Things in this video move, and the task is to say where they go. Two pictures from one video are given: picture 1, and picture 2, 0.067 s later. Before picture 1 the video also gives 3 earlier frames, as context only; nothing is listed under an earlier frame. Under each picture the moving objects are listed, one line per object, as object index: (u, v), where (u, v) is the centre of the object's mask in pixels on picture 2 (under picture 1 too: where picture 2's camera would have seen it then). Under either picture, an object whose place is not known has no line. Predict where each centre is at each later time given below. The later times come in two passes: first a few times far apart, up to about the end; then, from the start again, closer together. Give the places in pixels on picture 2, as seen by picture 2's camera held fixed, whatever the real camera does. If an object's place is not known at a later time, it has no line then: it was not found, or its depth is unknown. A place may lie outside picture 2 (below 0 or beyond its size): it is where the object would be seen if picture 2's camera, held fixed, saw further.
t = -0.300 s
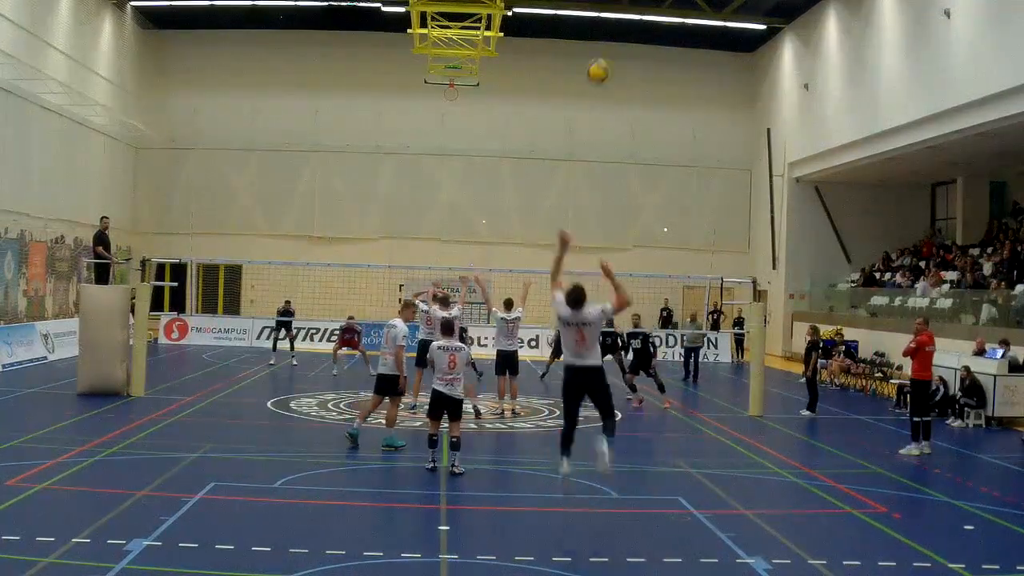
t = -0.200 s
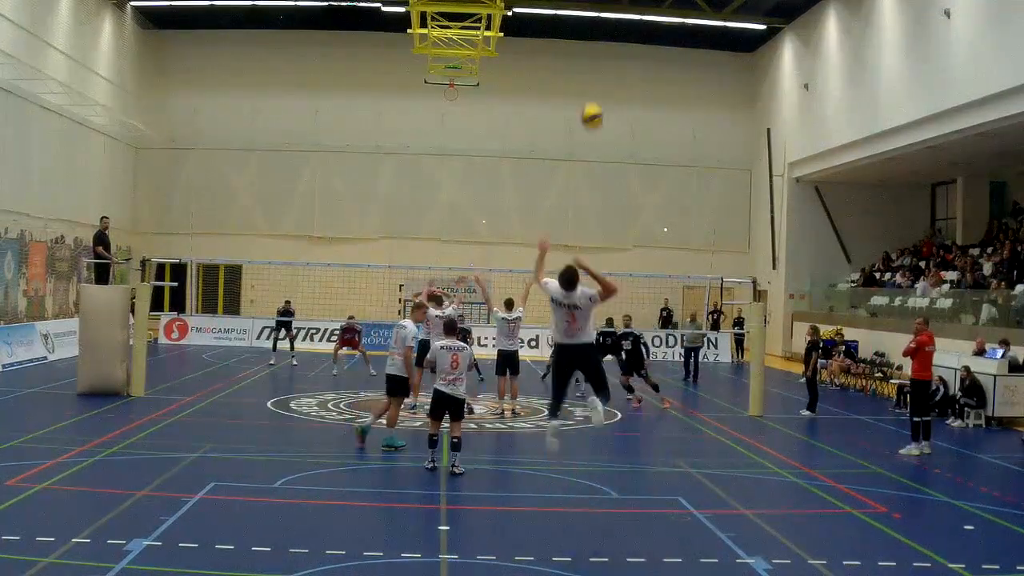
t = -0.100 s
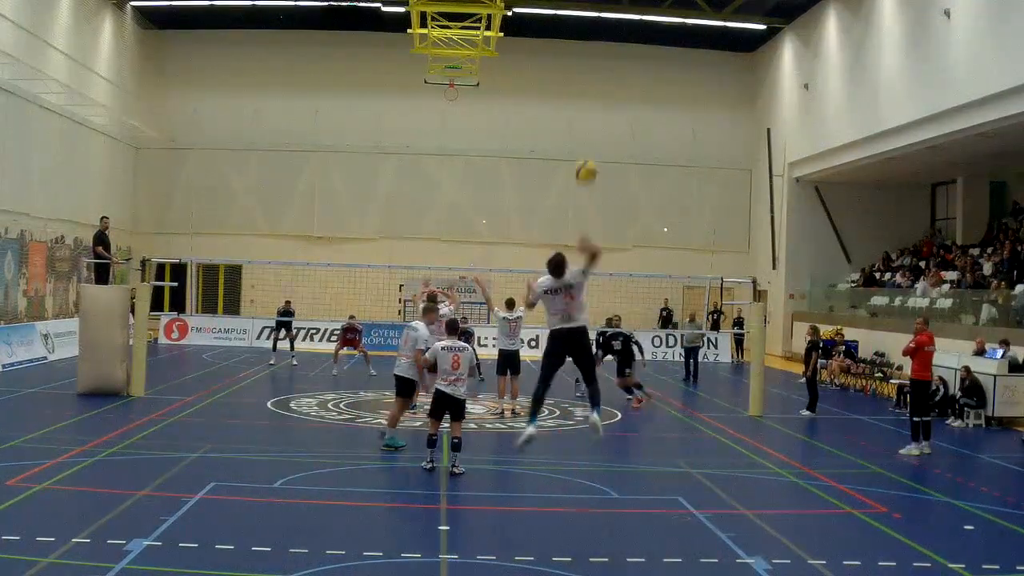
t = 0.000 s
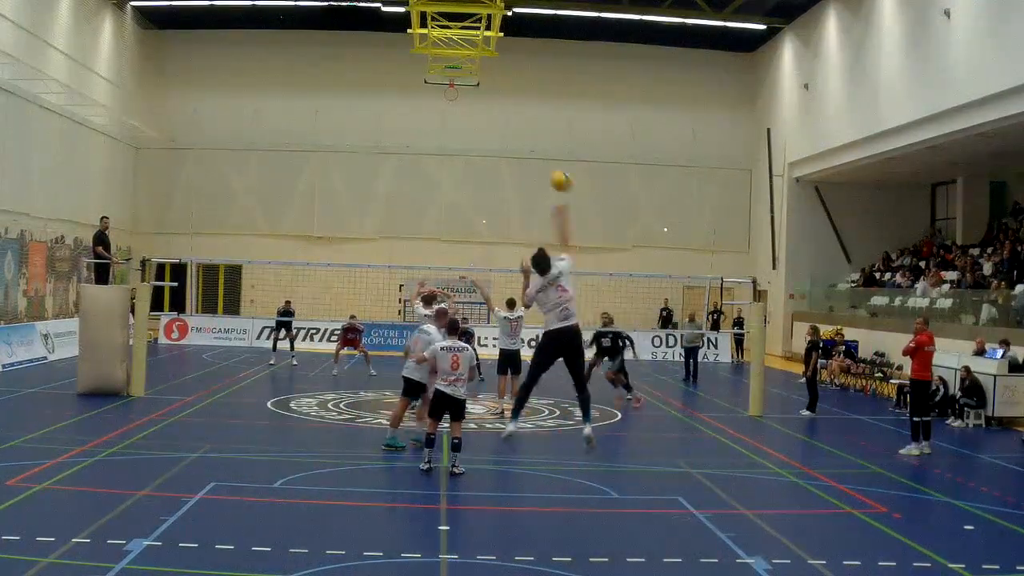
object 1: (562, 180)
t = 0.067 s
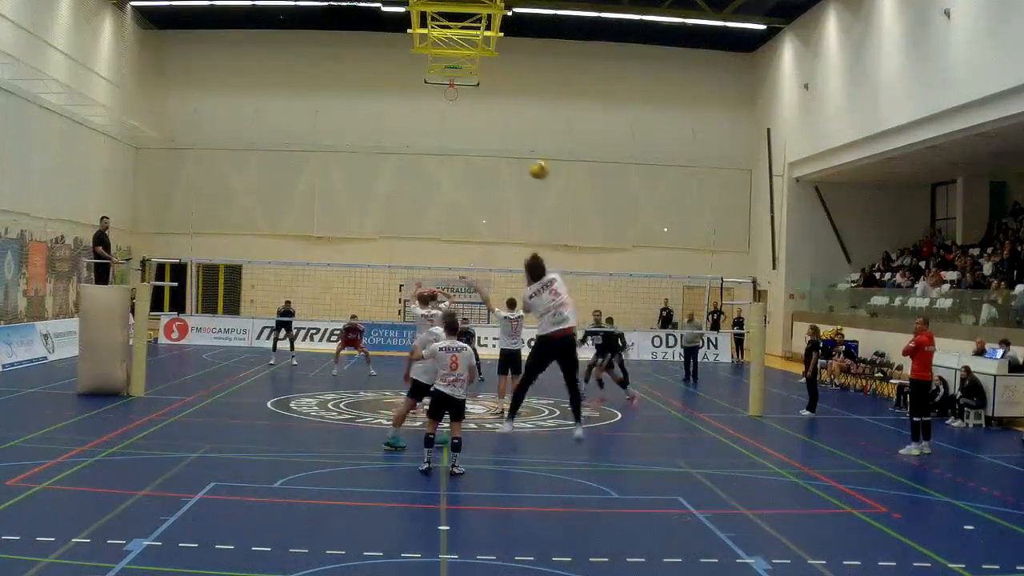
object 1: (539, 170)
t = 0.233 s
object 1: (497, 169)
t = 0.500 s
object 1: (449, 213)
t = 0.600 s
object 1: (436, 238)
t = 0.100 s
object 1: (527, 168)
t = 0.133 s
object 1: (522, 167)
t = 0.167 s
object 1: (512, 166)
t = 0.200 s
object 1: (504, 167)
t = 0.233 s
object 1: (497, 169)
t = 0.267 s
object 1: (487, 173)
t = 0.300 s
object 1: (483, 177)
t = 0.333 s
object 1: (476, 181)
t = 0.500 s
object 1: (449, 213)
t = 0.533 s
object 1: (445, 222)
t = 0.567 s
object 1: (439, 231)
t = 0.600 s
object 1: (436, 238)
